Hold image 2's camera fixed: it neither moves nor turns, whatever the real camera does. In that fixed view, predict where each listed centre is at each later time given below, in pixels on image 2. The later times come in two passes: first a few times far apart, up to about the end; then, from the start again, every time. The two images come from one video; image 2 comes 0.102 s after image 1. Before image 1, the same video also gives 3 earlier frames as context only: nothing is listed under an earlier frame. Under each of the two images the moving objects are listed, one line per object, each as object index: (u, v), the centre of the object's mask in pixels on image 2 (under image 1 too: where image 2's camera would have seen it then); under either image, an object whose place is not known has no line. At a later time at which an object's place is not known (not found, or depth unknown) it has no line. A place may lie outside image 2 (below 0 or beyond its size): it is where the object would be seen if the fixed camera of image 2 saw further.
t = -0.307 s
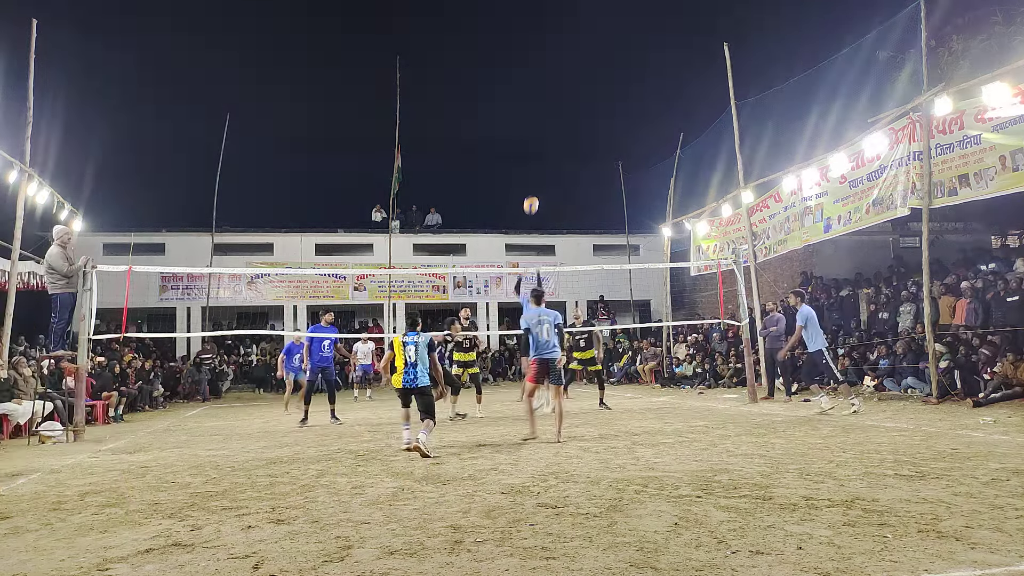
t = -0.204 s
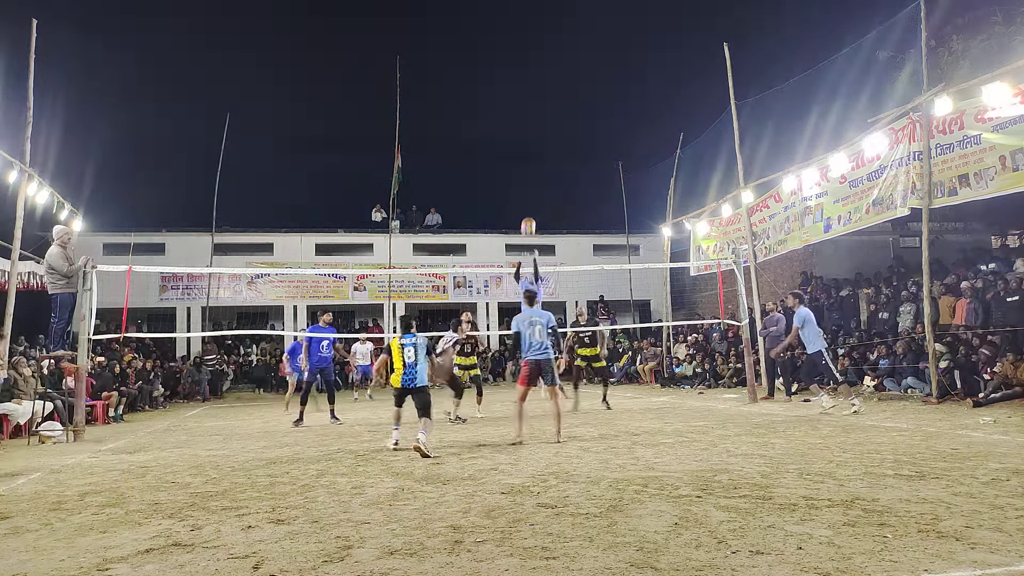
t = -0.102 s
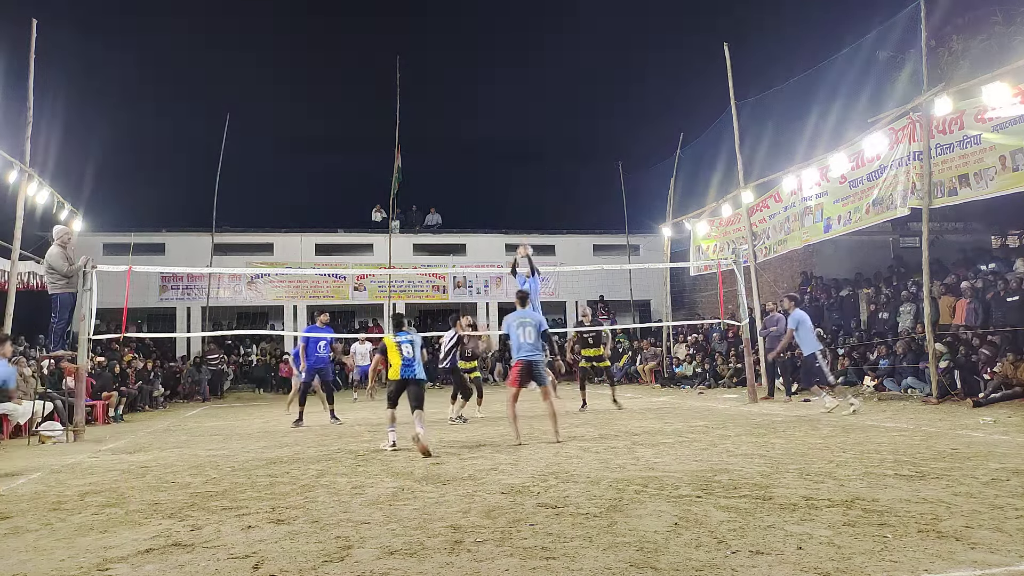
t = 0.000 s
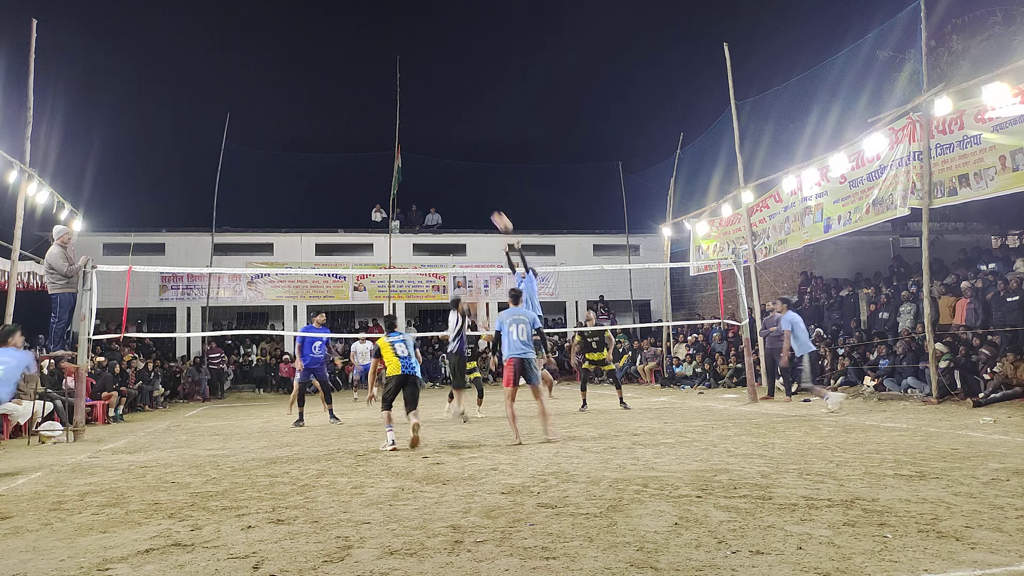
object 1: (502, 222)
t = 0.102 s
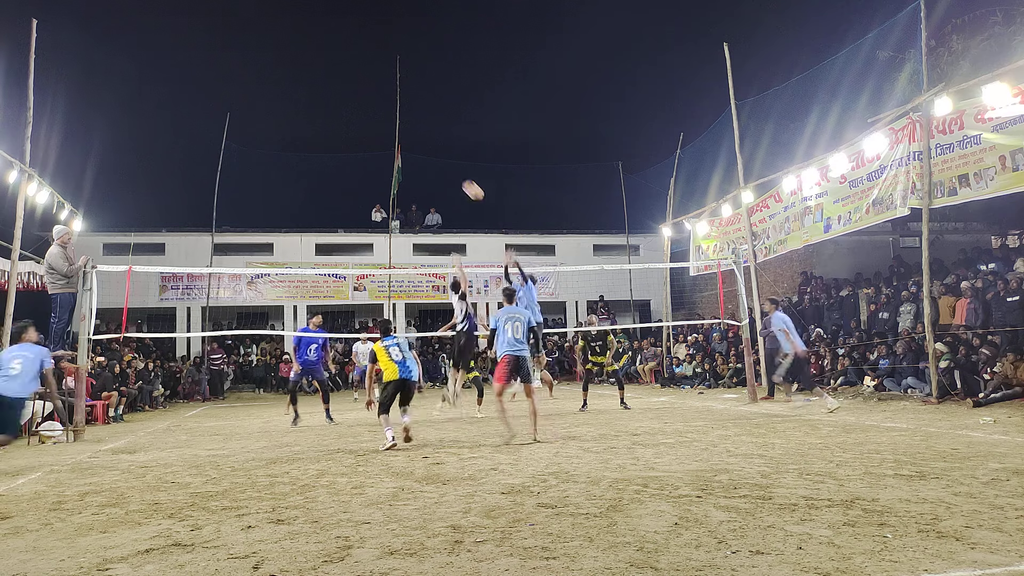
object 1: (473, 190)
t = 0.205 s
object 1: (444, 165)
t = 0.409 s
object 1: (387, 133)
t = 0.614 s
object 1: (328, 127)
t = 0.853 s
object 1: (260, 155)
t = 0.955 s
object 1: (230, 177)
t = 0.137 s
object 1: (463, 181)
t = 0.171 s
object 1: (454, 173)
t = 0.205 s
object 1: (444, 165)
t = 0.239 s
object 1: (434, 158)
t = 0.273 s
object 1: (425, 152)
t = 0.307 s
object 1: (415, 146)
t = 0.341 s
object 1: (406, 141)
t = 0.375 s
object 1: (396, 136)
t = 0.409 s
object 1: (387, 133)
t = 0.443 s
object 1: (377, 130)
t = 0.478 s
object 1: (367, 128)
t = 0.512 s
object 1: (358, 127)
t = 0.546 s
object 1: (348, 126)
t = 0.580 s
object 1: (338, 127)
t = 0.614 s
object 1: (328, 127)
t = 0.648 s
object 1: (319, 129)
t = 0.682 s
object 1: (309, 131)
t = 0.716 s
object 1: (299, 134)
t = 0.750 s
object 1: (289, 138)
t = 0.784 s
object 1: (279, 143)
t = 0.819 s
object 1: (269, 148)
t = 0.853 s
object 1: (260, 155)
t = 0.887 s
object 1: (250, 161)
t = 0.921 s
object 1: (240, 169)
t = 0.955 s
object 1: (230, 177)
